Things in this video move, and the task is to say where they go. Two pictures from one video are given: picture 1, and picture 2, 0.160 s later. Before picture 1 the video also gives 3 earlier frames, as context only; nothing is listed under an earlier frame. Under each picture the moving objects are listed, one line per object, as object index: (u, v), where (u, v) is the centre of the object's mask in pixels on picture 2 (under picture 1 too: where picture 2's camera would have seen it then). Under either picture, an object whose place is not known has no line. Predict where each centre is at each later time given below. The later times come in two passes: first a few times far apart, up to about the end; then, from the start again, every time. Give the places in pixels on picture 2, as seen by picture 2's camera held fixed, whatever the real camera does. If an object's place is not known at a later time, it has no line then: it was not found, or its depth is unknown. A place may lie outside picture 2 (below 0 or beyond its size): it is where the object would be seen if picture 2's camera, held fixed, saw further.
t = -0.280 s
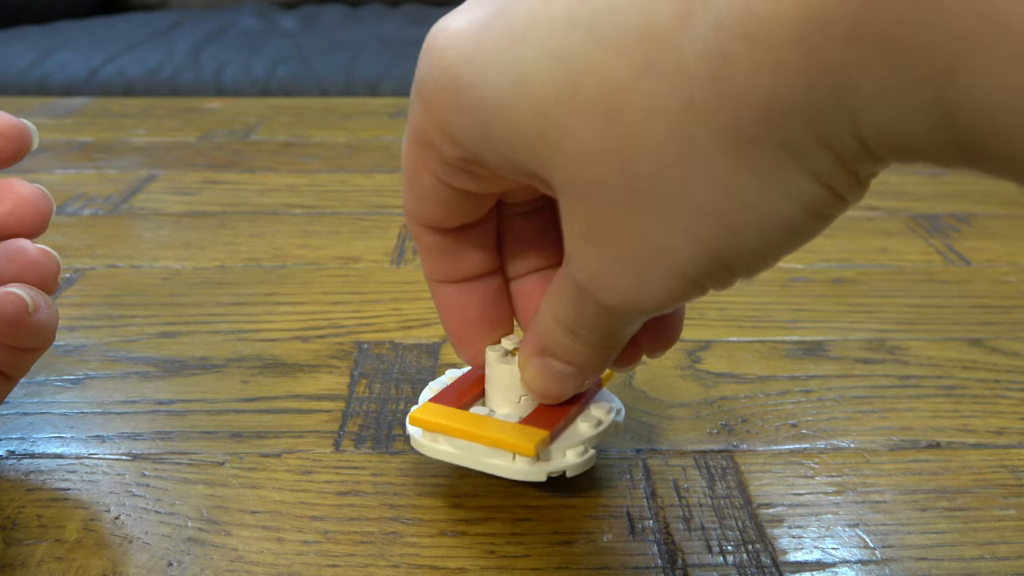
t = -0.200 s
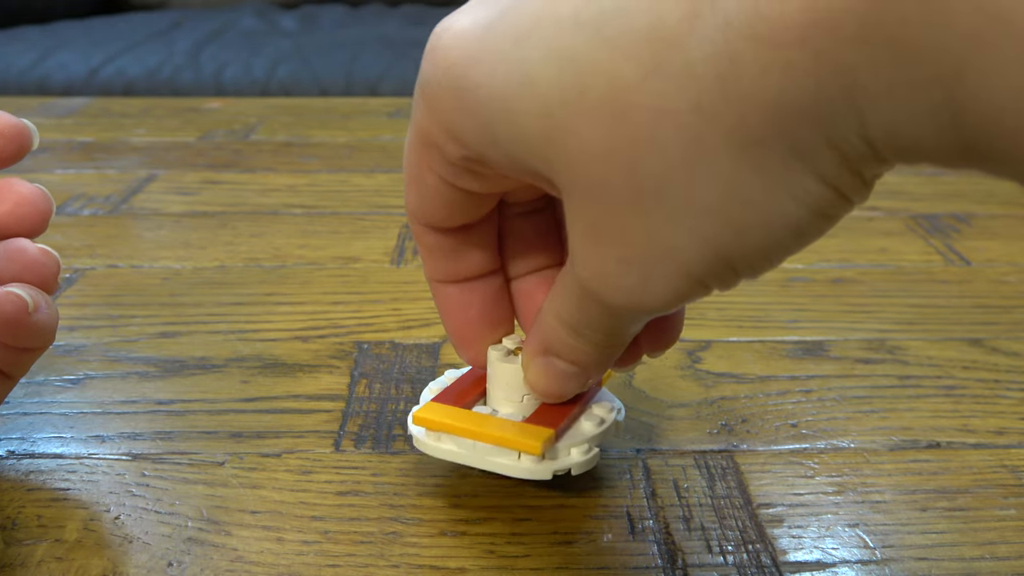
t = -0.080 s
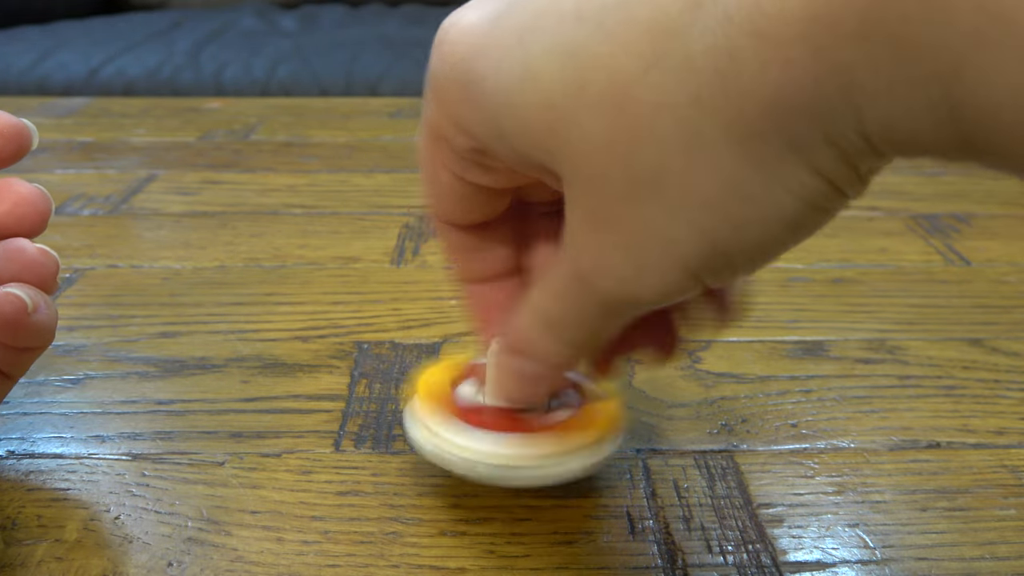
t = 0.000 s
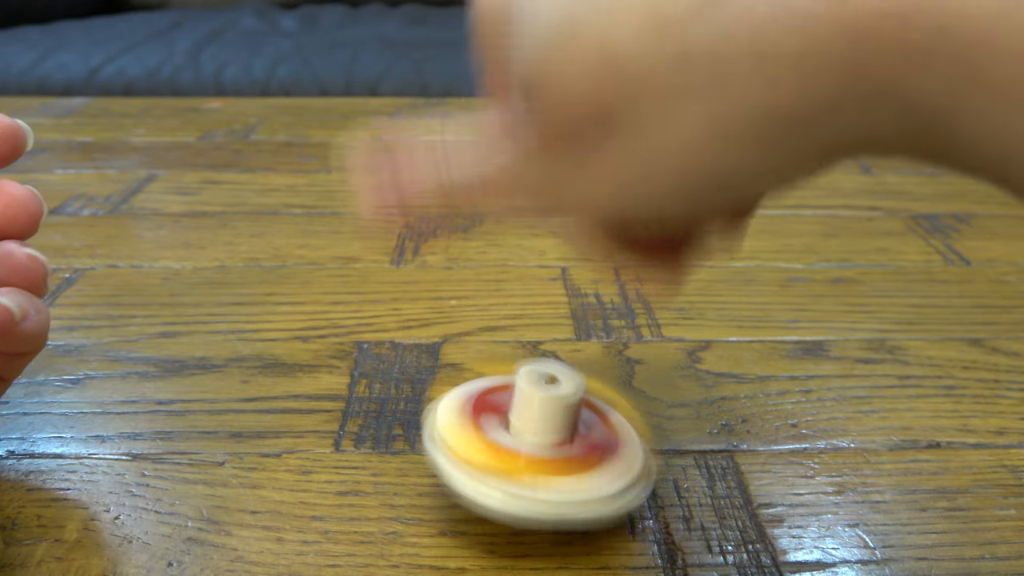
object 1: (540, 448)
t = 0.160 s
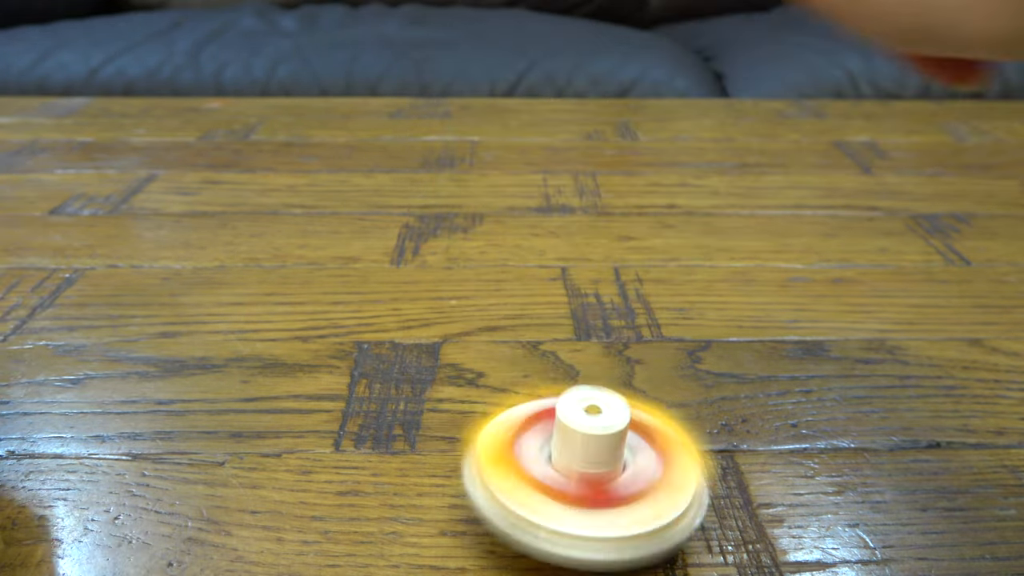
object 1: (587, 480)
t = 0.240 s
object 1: (603, 471)
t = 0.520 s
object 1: (651, 435)
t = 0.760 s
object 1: (695, 404)
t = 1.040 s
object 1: (749, 405)
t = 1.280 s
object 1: (763, 409)
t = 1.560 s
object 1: (750, 402)
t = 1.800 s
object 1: (757, 405)
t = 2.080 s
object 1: (729, 409)
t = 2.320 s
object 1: (735, 424)
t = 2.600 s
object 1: (734, 424)
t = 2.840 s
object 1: (732, 423)
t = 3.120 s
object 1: (737, 431)
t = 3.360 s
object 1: (737, 430)
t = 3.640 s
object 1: (739, 431)
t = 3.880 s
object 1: (738, 431)
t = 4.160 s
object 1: (739, 432)
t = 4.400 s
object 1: (742, 437)
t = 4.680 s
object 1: (733, 429)
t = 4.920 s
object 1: (743, 438)
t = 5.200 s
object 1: (752, 440)
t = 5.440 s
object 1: (749, 442)
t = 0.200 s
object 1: (592, 477)
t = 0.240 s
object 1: (603, 471)
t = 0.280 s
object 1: (611, 465)
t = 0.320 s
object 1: (616, 458)
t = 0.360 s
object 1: (623, 451)
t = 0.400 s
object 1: (631, 446)
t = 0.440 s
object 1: (639, 443)
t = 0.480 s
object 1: (644, 439)
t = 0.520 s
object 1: (651, 435)
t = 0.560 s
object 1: (663, 436)
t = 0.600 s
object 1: (665, 432)
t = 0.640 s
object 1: (666, 424)
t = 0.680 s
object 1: (675, 417)
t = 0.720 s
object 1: (685, 410)
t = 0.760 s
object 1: (695, 404)
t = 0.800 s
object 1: (700, 406)
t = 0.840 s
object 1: (708, 410)
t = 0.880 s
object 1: (718, 410)
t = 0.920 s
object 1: (727, 411)
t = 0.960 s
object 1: (736, 409)
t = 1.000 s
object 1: (742, 409)
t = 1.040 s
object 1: (749, 405)
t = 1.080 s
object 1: (753, 403)
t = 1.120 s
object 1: (758, 405)
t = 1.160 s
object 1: (761, 405)
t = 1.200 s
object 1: (762, 409)
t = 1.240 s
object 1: (762, 410)
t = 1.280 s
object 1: (763, 409)
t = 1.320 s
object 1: (760, 409)
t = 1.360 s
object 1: (756, 406)
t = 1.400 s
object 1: (751, 406)
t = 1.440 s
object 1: (749, 404)
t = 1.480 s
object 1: (750, 402)
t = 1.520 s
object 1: (750, 402)
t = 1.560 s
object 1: (750, 402)
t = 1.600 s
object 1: (750, 401)
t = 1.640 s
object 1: (751, 400)
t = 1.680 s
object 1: (752, 399)
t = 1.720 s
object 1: (756, 399)
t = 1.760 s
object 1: (757, 401)
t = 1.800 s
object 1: (757, 405)
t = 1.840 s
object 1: (756, 406)
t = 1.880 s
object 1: (754, 405)
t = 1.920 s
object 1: (749, 402)
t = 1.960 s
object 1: (746, 404)
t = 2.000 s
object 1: (740, 405)
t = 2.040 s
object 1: (735, 406)
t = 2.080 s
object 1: (729, 409)
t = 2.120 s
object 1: (724, 412)
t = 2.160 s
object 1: (725, 414)
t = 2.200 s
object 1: (734, 420)
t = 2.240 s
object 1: (742, 425)
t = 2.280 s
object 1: (743, 428)
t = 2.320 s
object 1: (735, 424)
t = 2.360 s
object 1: (736, 423)
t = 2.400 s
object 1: (737, 423)
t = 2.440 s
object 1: (731, 418)
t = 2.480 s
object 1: (728, 419)
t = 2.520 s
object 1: (734, 424)
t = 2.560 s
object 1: (736, 426)
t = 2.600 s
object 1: (734, 424)
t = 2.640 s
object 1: (734, 422)
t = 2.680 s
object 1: (735, 422)
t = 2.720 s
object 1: (734, 422)
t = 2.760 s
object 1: (736, 422)
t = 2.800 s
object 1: (731, 420)
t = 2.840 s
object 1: (732, 423)
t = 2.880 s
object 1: (736, 426)
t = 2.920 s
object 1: (740, 428)
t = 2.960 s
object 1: (740, 430)
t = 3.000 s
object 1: (740, 431)
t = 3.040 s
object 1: (739, 430)
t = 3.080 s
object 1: (737, 431)
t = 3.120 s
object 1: (737, 431)
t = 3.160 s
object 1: (738, 431)
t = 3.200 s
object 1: (739, 431)
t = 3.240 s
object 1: (735, 429)
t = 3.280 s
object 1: (735, 429)
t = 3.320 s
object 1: (737, 428)
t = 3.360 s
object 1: (737, 430)
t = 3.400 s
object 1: (738, 431)
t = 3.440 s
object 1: (738, 430)
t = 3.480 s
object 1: (738, 432)
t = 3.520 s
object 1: (737, 429)
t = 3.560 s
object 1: (737, 429)
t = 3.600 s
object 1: (739, 430)
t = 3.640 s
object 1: (739, 431)
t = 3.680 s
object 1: (743, 431)
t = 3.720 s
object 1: (741, 431)
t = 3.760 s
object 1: (741, 431)
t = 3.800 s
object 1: (742, 433)
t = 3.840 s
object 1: (739, 433)
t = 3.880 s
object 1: (738, 431)
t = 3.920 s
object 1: (736, 432)
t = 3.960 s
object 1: (737, 431)
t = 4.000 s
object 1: (737, 431)
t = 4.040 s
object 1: (737, 430)
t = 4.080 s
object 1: (736, 431)
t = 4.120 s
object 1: (737, 430)
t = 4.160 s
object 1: (739, 432)
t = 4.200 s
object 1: (742, 431)
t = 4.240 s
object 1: (744, 433)
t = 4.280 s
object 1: (746, 435)
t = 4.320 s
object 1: (740, 435)
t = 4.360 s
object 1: (744, 435)
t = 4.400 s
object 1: (742, 437)
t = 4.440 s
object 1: (737, 432)
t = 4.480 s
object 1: (739, 435)
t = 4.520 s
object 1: (746, 433)
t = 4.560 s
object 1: (747, 435)
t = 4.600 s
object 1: (735, 433)
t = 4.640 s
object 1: (731, 430)
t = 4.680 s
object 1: (733, 429)
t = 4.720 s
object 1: (740, 436)
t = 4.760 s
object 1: (749, 438)
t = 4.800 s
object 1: (748, 440)
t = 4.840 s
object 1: (744, 439)
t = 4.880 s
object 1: (744, 439)
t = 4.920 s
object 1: (743, 438)
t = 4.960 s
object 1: (745, 437)
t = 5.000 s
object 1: (746, 437)
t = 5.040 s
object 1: (744, 436)
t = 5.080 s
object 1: (743, 436)
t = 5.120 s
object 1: (743, 438)
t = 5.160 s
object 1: (744, 436)
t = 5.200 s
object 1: (752, 440)
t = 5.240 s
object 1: (745, 440)
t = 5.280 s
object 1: (741, 438)
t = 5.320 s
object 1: (748, 441)
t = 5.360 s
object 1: (744, 443)
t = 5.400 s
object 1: (744, 438)
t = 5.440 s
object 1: (749, 442)
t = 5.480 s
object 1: (749, 447)
